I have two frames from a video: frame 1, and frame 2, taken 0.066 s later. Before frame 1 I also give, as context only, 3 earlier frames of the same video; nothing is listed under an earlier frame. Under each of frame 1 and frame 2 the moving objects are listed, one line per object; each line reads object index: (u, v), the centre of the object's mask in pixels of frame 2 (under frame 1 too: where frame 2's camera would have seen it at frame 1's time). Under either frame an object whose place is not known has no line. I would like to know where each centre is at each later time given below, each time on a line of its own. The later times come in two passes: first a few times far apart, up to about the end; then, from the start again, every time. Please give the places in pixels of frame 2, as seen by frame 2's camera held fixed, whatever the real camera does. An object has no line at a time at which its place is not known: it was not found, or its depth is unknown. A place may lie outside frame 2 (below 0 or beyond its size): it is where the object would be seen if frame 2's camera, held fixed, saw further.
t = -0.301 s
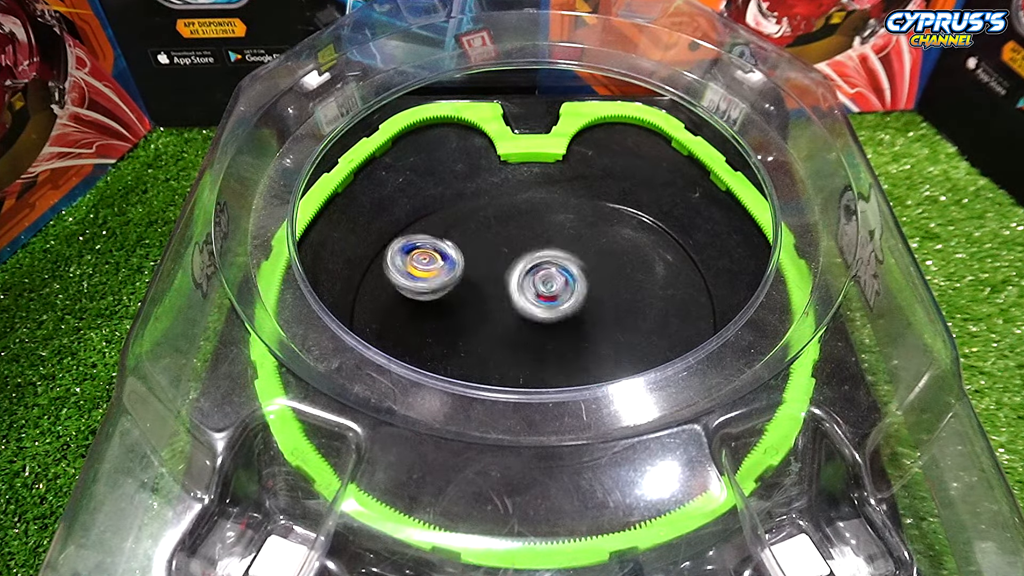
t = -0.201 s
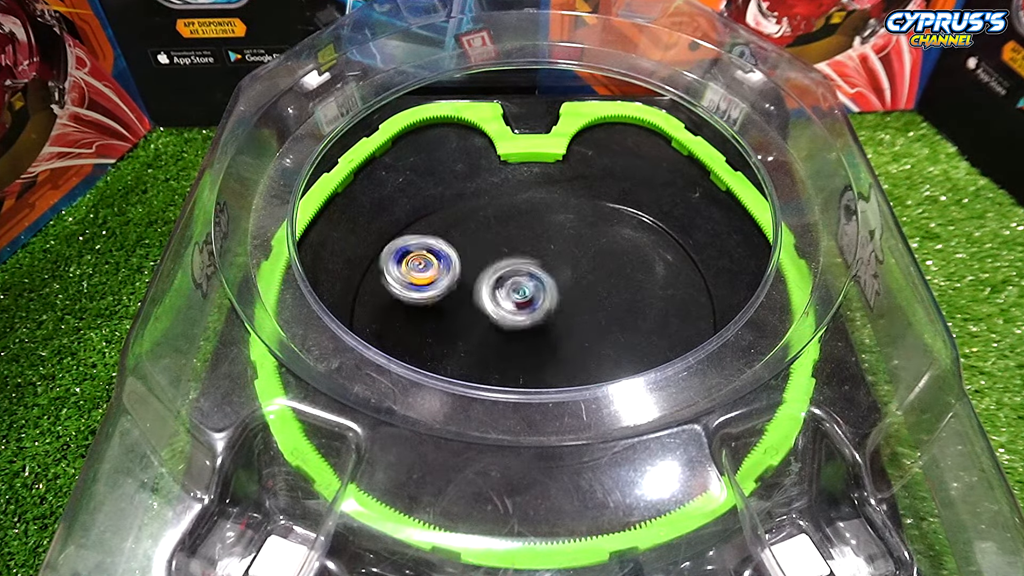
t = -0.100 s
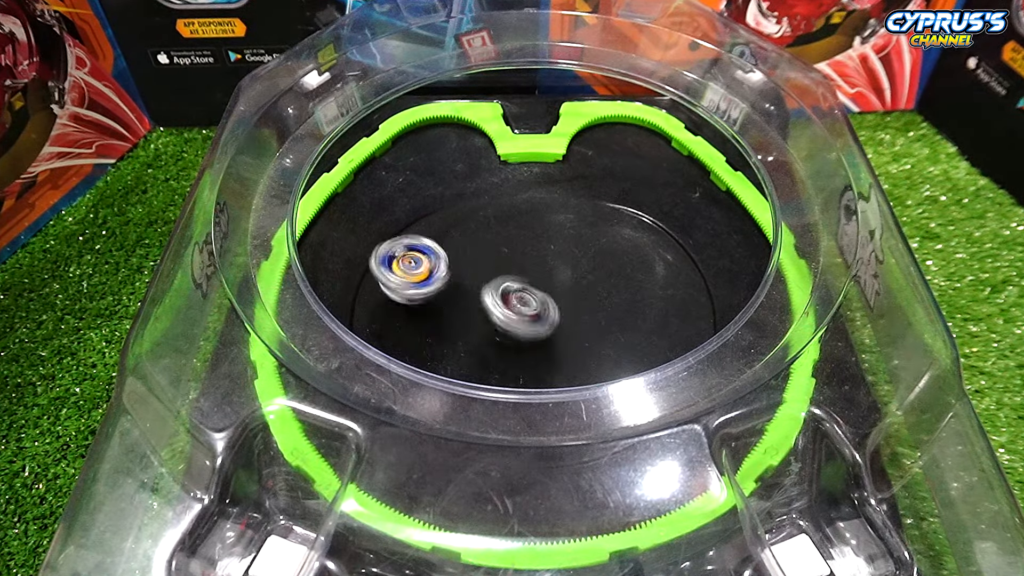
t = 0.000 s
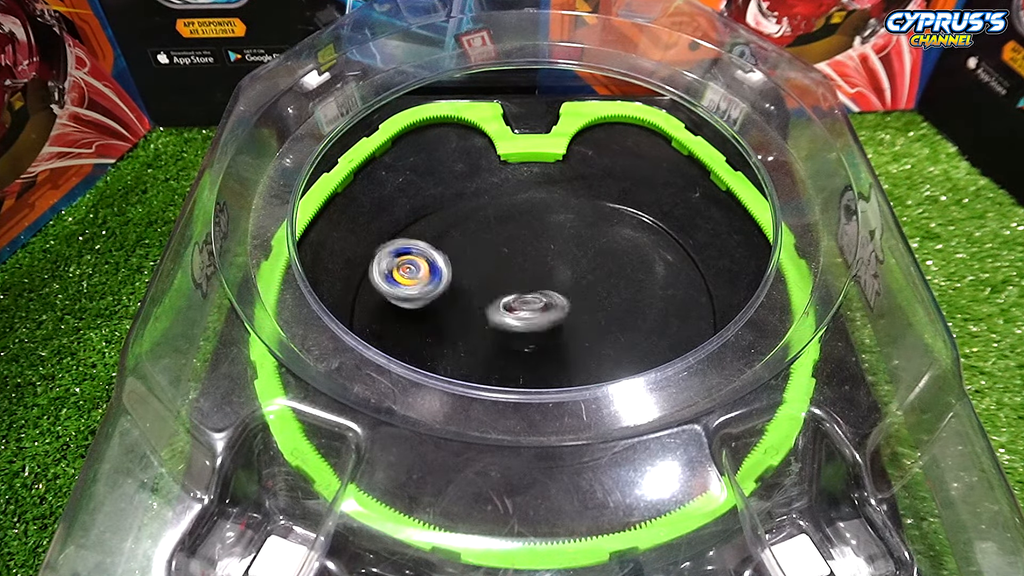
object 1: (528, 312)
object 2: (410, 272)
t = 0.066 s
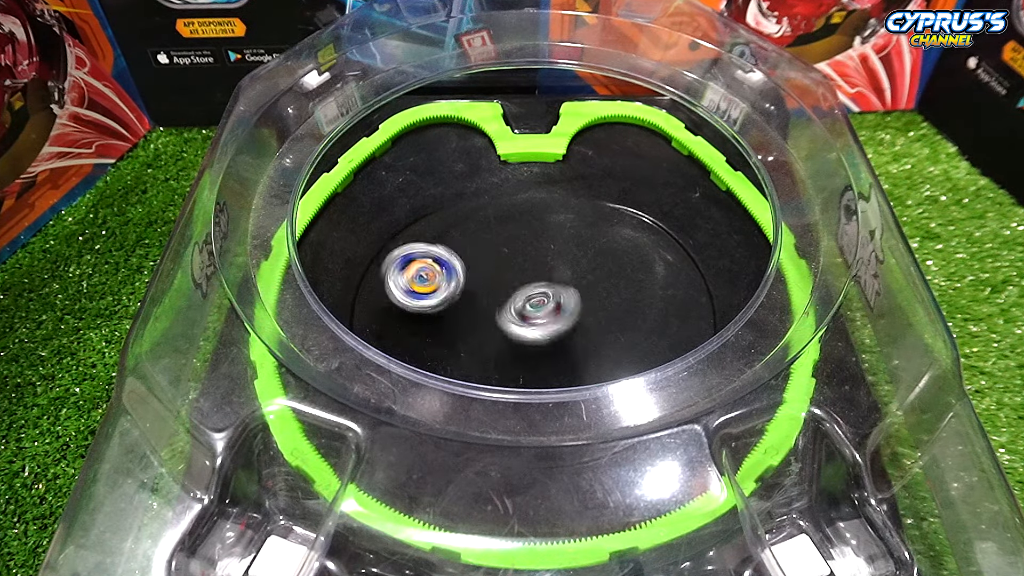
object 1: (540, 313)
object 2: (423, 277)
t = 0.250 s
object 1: (581, 289)
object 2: (479, 302)
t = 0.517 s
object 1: (577, 264)
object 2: (485, 330)
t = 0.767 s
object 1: (552, 268)
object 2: (457, 313)
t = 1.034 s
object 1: (551, 298)
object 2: (455, 261)
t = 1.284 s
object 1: (549, 320)
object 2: (490, 249)
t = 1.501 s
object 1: (544, 323)
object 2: (491, 249)
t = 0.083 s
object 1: (545, 312)
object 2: (428, 278)
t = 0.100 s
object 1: (550, 310)
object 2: (434, 279)
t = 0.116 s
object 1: (555, 307)
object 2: (440, 281)
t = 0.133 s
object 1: (558, 305)
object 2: (447, 282)
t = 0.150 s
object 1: (562, 303)
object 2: (453, 283)
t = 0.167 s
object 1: (566, 301)
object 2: (459, 285)
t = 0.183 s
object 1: (570, 299)
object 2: (464, 287)
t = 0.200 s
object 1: (573, 297)
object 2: (469, 290)
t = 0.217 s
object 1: (577, 294)
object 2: (473, 294)
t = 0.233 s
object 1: (579, 292)
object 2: (477, 298)
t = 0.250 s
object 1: (581, 289)
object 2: (479, 302)
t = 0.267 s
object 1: (583, 287)
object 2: (481, 305)
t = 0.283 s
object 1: (586, 285)
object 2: (483, 308)
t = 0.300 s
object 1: (587, 283)
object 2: (484, 311)
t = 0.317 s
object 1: (588, 281)
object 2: (485, 313)
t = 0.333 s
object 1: (589, 278)
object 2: (485, 315)
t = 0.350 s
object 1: (589, 276)
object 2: (486, 316)
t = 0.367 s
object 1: (590, 275)
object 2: (487, 318)
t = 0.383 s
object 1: (590, 273)
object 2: (488, 320)
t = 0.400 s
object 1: (589, 271)
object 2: (489, 322)
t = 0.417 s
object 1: (587, 270)
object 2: (491, 327)
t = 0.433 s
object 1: (586, 269)
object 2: (491, 328)
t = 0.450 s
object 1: (585, 269)
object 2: (490, 330)
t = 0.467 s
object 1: (584, 267)
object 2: (489, 330)
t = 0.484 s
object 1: (582, 266)
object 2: (487, 329)
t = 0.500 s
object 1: (580, 265)
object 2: (487, 329)
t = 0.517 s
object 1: (577, 264)
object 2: (485, 330)
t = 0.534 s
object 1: (574, 264)
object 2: (484, 330)
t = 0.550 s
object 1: (570, 265)
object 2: (483, 329)
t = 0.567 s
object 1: (568, 265)
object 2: (483, 327)
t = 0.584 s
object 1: (566, 265)
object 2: (484, 325)
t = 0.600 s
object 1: (563, 265)
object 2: (485, 324)
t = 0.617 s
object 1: (559, 266)
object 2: (486, 319)
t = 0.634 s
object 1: (555, 266)
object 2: (487, 317)
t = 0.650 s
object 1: (551, 267)
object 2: (487, 315)
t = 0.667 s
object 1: (548, 268)
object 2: (488, 315)
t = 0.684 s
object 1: (544, 270)
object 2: (490, 314)
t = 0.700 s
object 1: (545, 269)
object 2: (486, 313)
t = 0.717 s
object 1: (548, 269)
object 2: (477, 314)
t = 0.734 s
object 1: (551, 268)
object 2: (470, 312)
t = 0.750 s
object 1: (552, 268)
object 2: (464, 313)
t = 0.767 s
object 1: (552, 268)
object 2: (457, 313)
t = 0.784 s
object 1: (551, 268)
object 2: (453, 310)
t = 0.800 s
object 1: (550, 269)
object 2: (450, 307)
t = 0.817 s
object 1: (549, 270)
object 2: (448, 302)
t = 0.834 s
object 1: (548, 273)
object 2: (445, 298)
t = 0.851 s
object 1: (549, 275)
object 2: (442, 297)
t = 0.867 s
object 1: (550, 277)
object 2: (441, 293)
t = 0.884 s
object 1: (550, 279)
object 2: (441, 290)
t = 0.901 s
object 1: (551, 281)
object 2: (441, 286)
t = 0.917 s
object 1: (551, 282)
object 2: (442, 282)
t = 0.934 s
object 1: (551, 283)
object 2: (443, 279)
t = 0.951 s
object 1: (550, 285)
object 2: (445, 275)
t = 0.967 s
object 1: (549, 287)
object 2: (447, 272)
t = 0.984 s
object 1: (548, 290)
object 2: (449, 269)
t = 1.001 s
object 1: (549, 293)
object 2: (451, 266)
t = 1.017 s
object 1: (550, 295)
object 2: (453, 263)
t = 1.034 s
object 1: (551, 298)
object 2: (455, 261)
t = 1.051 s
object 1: (551, 298)
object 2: (458, 259)
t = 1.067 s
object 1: (551, 300)
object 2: (461, 257)
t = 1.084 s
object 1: (549, 302)
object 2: (464, 256)
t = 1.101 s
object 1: (548, 304)
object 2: (466, 254)
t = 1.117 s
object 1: (548, 307)
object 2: (468, 252)
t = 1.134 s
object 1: (548, 309)
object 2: (470, 251)
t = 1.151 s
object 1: (549, 312)
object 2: (472, 249)
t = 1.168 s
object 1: (549, 313)
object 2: (474, 247)
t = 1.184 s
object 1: (549, 315)
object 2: (476, 246)
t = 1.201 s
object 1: (549, 315)
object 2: (479, 246)
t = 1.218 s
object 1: (548, 316)
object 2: (482, 246)
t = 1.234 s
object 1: (548, 317)
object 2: (485, 246)
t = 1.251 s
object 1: (549, 318)
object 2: (488, 247)
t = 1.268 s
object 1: (549, 319)
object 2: (489, 248)
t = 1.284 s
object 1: (549, 320)
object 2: (490, 249)
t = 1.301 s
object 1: (549, 320)
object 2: (491, 249)
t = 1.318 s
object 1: (548, 321)
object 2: (491, 249)
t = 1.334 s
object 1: (548, 322)
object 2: (491, 249)
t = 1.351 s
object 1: (548, 323)
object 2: (491, 249)
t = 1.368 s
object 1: (549, 324)
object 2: (491, 249)
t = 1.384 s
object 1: (549, 325)
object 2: (491, 249)
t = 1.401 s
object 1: (549, 325)
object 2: (491, 249)
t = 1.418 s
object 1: (548, 324)
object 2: (491, 249)
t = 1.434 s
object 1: (547, 325)
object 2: (491, 249)
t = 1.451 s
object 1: (546, 324)
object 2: (491, 249)
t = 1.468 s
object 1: (545, 324)
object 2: (491, 249)
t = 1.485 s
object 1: (544, 323)
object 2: (491, 249)
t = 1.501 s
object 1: (544, 323)
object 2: (491, 249)
